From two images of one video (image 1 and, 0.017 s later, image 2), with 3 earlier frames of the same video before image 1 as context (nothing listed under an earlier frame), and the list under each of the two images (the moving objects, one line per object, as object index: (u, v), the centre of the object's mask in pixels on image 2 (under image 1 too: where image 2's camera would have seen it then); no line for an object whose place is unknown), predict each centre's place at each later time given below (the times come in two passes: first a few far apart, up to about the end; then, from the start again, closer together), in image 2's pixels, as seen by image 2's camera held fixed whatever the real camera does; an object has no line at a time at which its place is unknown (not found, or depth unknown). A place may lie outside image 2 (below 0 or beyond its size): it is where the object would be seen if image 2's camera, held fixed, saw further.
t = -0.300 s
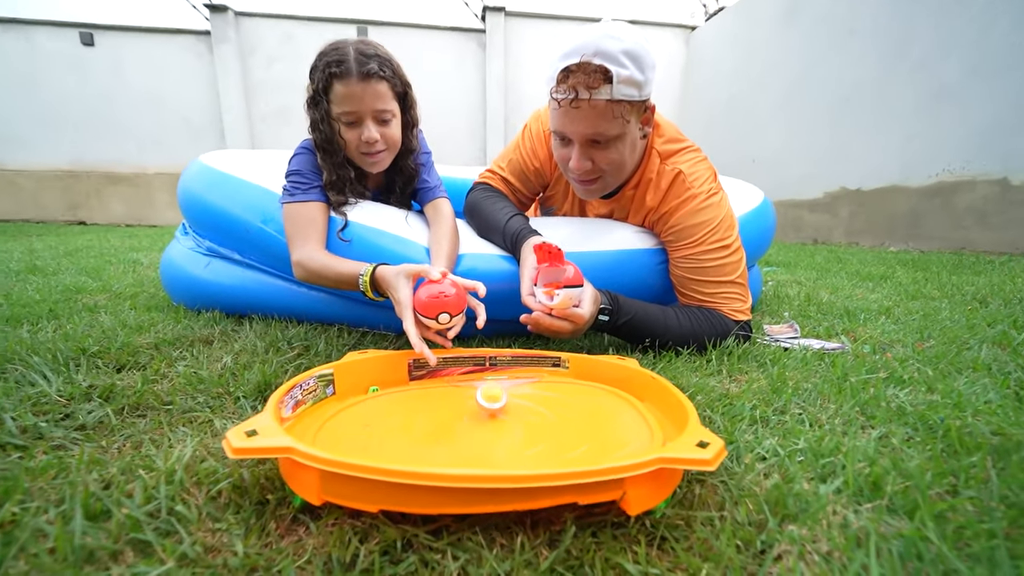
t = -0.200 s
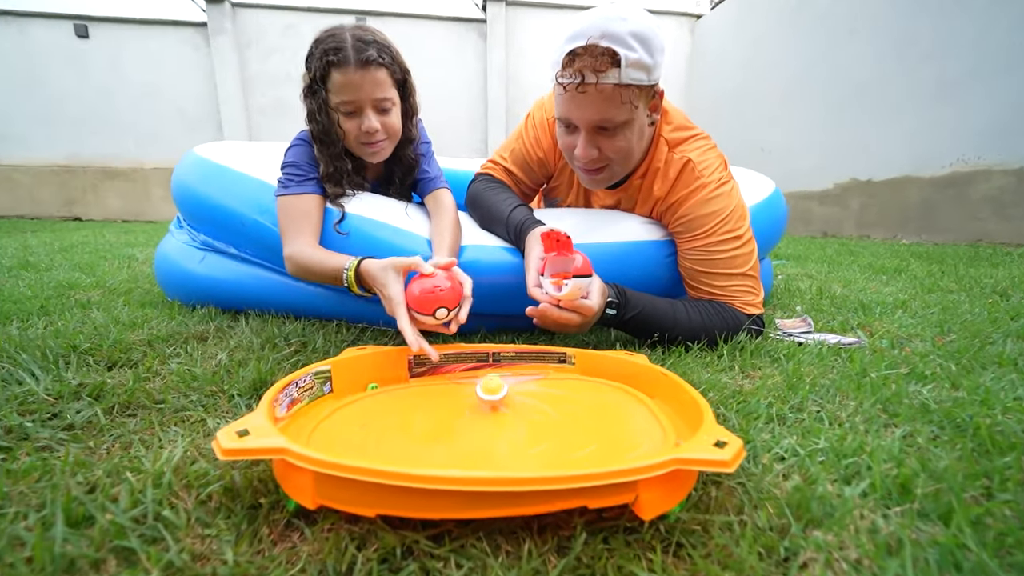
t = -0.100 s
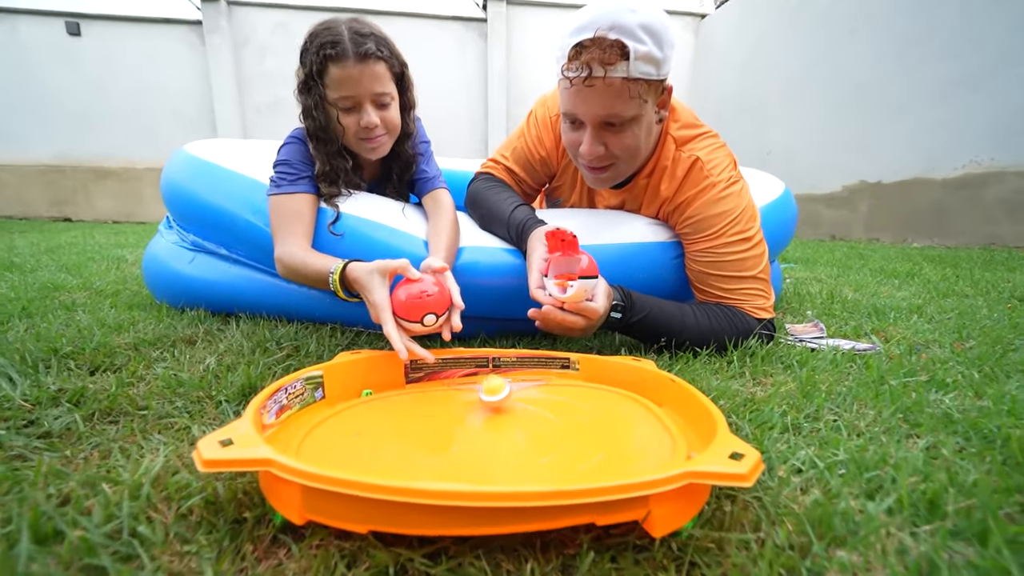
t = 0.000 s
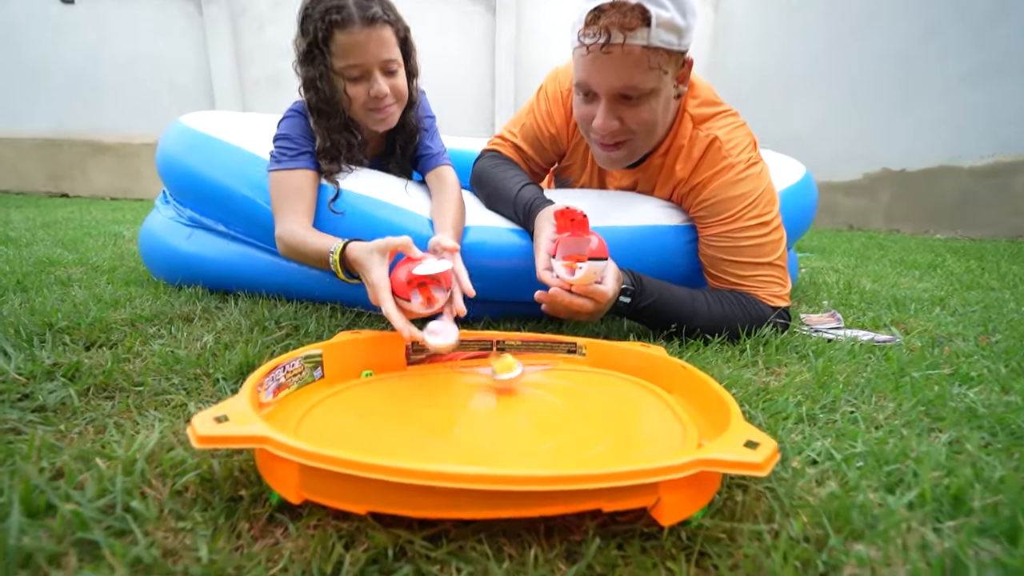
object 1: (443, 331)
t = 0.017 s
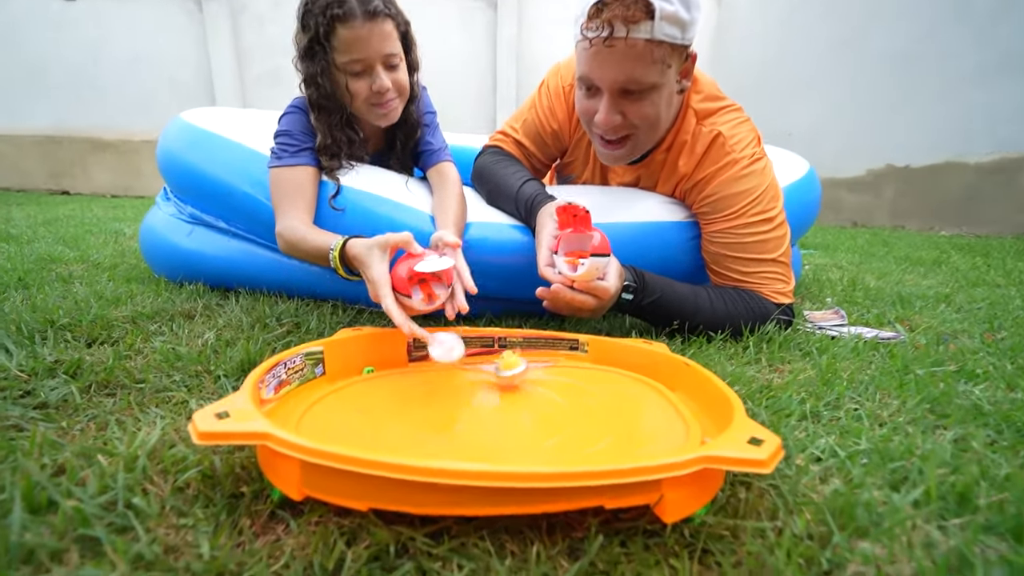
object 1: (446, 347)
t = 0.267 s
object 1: (484, 446)
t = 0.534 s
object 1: (498, 440)
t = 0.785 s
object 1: (485, 409)
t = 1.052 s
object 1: (458, 393)
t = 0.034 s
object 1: (449, 367)
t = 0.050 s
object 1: (453, 392)
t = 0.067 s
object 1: (456, 402)
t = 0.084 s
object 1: (459, 403)
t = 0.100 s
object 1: (463, 410)
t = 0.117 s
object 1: (467, 419)
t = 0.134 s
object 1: (471, 430)
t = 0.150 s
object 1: (474, 433)
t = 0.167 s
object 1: (476, 436)
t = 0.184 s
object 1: (479, 440)
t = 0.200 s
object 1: (480, 442)
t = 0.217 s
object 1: (481, 443)
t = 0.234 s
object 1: (483, 445)
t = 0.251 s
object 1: (483, 446)
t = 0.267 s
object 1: (484, 446)
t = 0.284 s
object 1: (485, 446)
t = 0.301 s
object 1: (487, 447)
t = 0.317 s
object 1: (487, 447)
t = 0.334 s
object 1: (488, 448)
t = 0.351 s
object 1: (489, 448)
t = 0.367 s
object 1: (491, 448)
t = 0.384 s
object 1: (493, 448)
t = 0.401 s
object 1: (495, 448)
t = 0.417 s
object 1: (496, 447)
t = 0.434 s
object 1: (497, 447)
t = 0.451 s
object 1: (498, 445)
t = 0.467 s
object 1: (499, 444)
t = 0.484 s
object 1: (500, 444)
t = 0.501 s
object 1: (499, 442)
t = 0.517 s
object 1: (500, 440)
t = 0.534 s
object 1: (498, 440)
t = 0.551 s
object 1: (499, 438)
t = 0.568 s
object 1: (498, 434)
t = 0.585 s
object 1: (499, 433)
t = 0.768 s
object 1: (489, 411)
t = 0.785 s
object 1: (485, 409)
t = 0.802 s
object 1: (482, 408)
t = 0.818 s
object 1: (479, 406)
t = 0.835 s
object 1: (476, 404)
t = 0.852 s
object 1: (473, 403)
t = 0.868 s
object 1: (470, 401)
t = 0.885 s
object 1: (468, 401)
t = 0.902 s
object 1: (466, 399)
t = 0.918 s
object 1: (464, 399)
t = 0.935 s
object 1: (463, 398)
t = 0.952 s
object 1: (461, 397)
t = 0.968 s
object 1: (460, 397)
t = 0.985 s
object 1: (459, 396)
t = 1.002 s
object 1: (459, 396)
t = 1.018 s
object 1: (459, 395)
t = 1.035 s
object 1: (458, 394)
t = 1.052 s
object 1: (458, 393)
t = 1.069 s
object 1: (457, 393)
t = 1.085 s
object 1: (457, 392)
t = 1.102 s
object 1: (457, 392)
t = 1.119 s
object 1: (457, 391)
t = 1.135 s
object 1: (457, 391)
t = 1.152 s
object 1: (457, 390)
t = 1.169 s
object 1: (457, 390)
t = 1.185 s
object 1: (458, 390)
